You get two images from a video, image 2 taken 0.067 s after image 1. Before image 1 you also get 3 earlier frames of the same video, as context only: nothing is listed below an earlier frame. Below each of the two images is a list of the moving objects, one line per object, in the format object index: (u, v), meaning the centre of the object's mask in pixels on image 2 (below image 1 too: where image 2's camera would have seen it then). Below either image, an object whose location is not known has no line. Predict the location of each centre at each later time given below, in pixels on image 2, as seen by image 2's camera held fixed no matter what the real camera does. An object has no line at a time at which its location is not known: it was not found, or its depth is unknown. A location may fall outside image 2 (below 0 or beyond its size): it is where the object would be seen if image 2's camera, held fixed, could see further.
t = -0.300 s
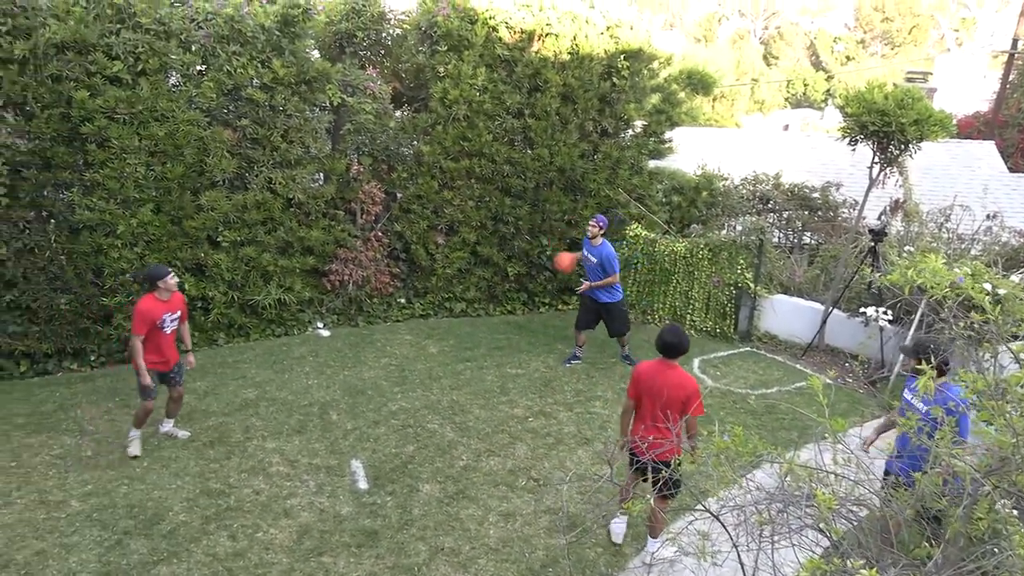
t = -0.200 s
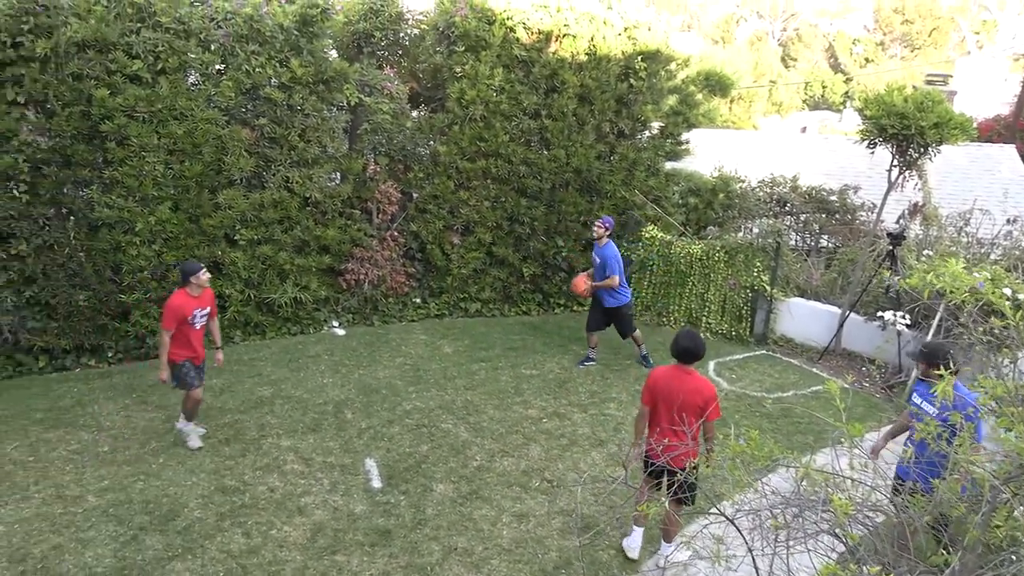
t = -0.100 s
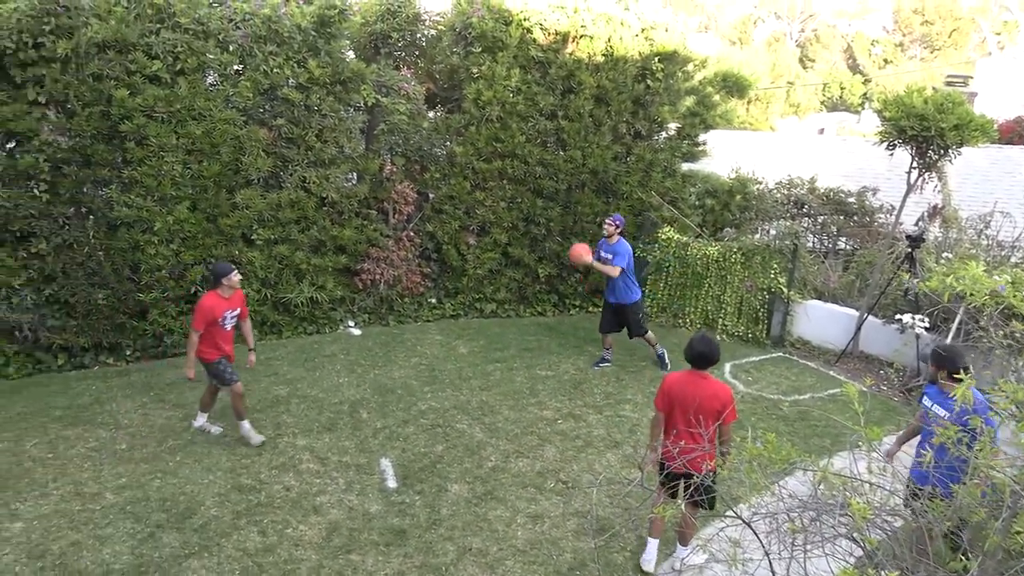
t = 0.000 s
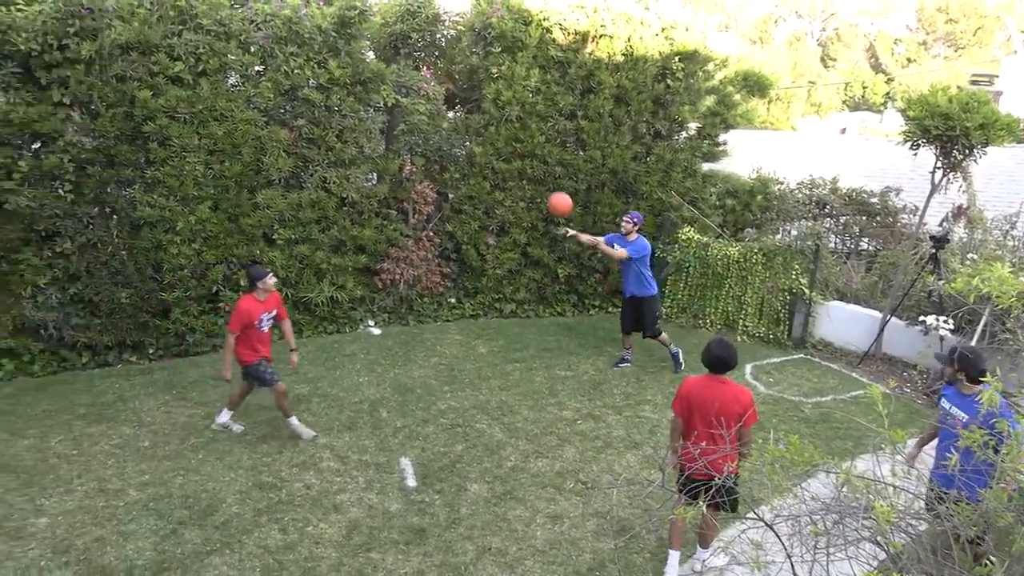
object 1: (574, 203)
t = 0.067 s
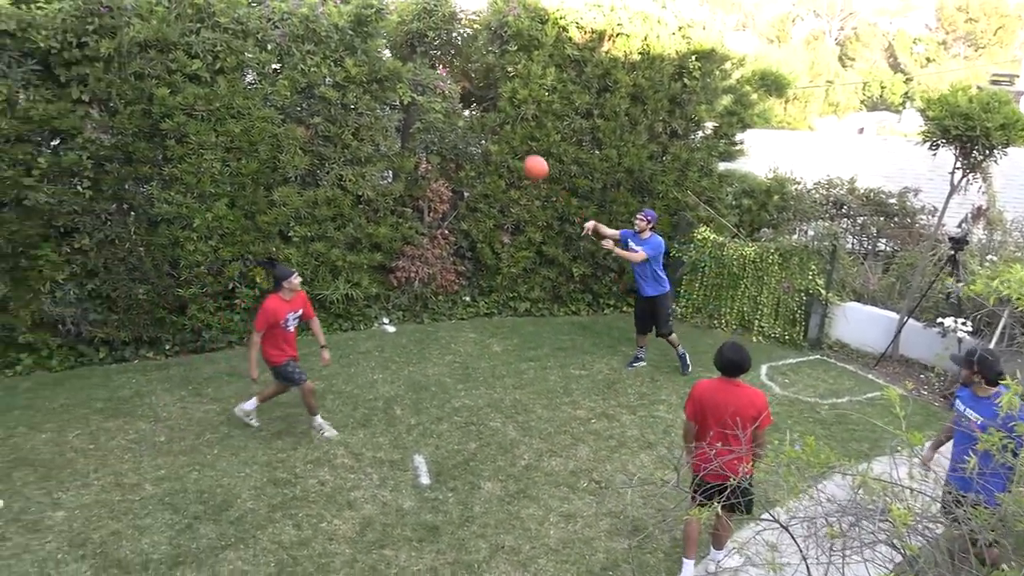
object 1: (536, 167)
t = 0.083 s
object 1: (525, 159)
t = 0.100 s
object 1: (515, 151)
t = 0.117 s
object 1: (505, 143)
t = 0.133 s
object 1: (495, 135)
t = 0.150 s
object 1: (483, 128)
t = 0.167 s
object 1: (473, 119)
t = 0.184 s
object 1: (461, 112)
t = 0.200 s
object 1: (451, 105)
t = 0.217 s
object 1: (438, 98)
